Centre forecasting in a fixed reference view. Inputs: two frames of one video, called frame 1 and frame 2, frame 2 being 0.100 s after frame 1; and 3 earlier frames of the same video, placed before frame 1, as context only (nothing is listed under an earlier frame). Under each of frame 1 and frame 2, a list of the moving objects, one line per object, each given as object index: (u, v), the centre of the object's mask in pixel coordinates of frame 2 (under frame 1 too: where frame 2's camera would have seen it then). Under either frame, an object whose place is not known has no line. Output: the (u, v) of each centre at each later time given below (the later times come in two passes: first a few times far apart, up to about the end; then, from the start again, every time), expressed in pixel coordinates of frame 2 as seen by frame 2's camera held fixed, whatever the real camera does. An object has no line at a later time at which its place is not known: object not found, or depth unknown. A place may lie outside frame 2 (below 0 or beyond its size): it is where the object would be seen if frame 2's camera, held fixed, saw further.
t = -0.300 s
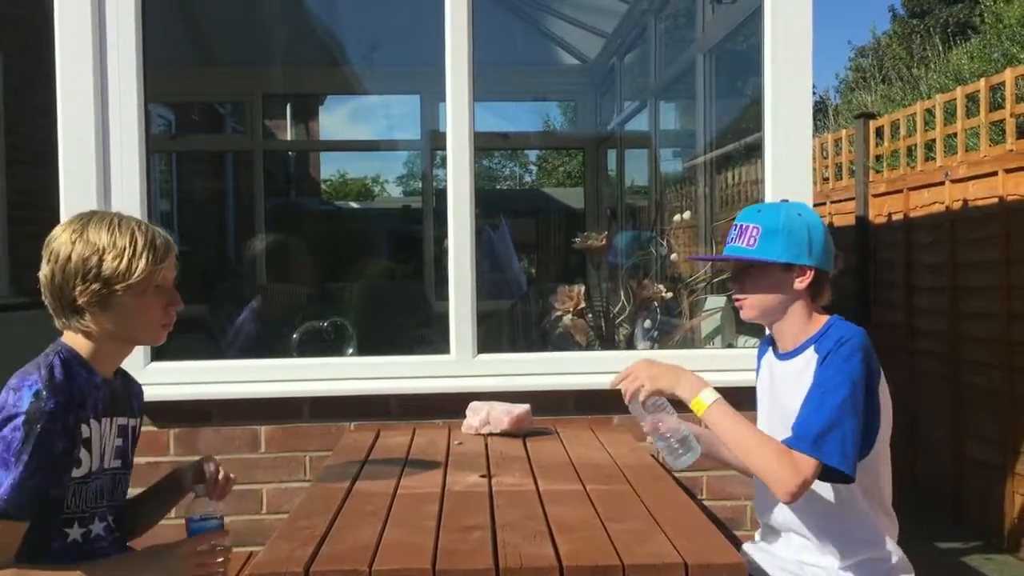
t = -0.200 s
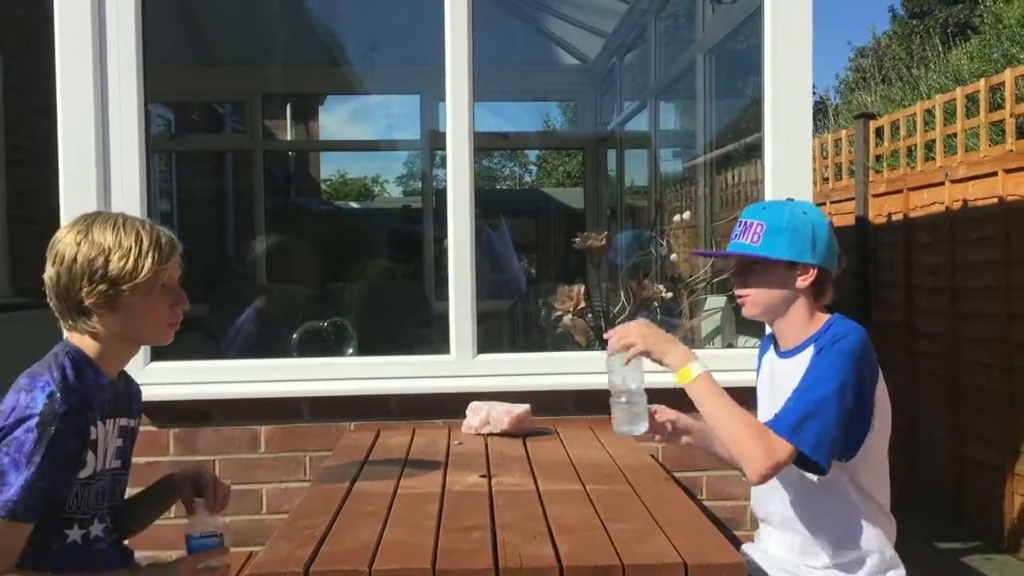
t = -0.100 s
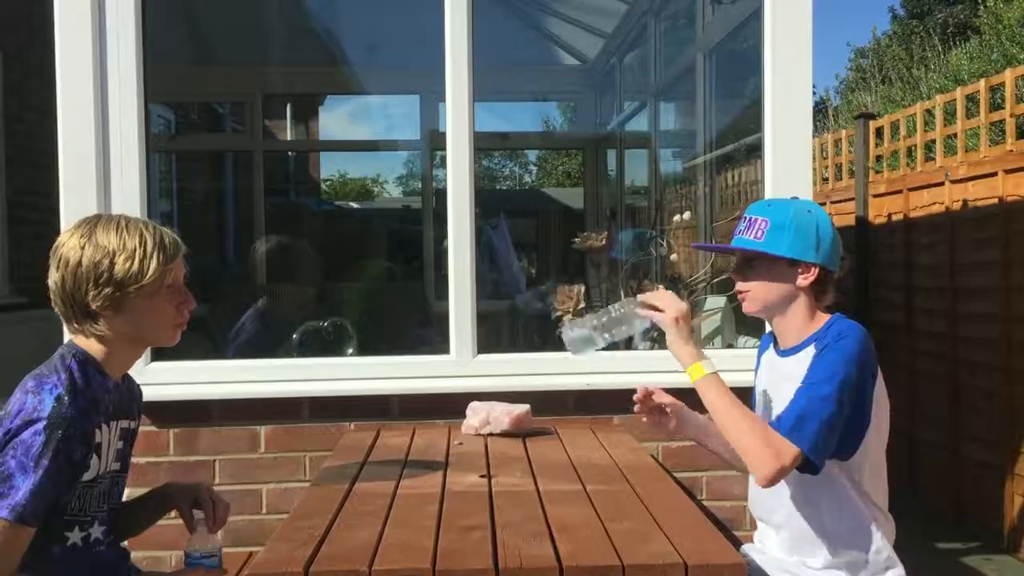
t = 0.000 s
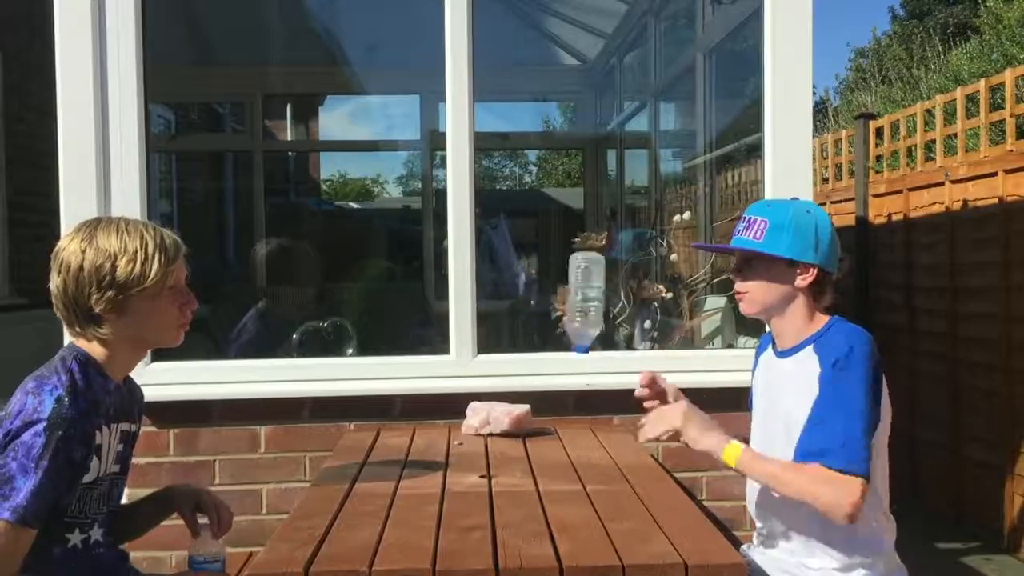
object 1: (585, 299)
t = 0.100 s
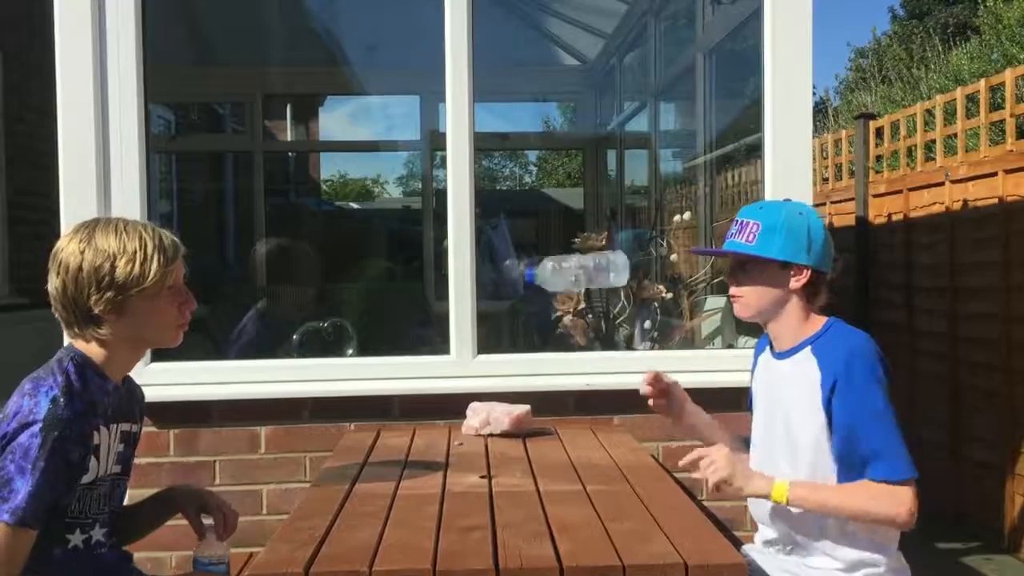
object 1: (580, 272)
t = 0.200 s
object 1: (590, 313)
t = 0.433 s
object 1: (595, 442)
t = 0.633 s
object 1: (568, 458)
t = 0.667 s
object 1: (562, 469)
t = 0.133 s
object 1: (582, 278)
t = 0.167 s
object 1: (586, 292)
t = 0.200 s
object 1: (590, 313)
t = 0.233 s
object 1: (592, 340)
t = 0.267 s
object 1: (597, 376)
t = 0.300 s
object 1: (600, 418)
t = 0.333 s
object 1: (599, 442)
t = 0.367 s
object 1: (597, 442)
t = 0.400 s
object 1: (596, 442)
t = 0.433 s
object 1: (595, 442)
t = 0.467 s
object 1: (592, 443)
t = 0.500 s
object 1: (589, 444)
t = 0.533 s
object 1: (585, 445)
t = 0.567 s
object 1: (581, 448)
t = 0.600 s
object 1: (575, 451)
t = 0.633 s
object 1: (568, 458)
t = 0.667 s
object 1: (562, 469)
